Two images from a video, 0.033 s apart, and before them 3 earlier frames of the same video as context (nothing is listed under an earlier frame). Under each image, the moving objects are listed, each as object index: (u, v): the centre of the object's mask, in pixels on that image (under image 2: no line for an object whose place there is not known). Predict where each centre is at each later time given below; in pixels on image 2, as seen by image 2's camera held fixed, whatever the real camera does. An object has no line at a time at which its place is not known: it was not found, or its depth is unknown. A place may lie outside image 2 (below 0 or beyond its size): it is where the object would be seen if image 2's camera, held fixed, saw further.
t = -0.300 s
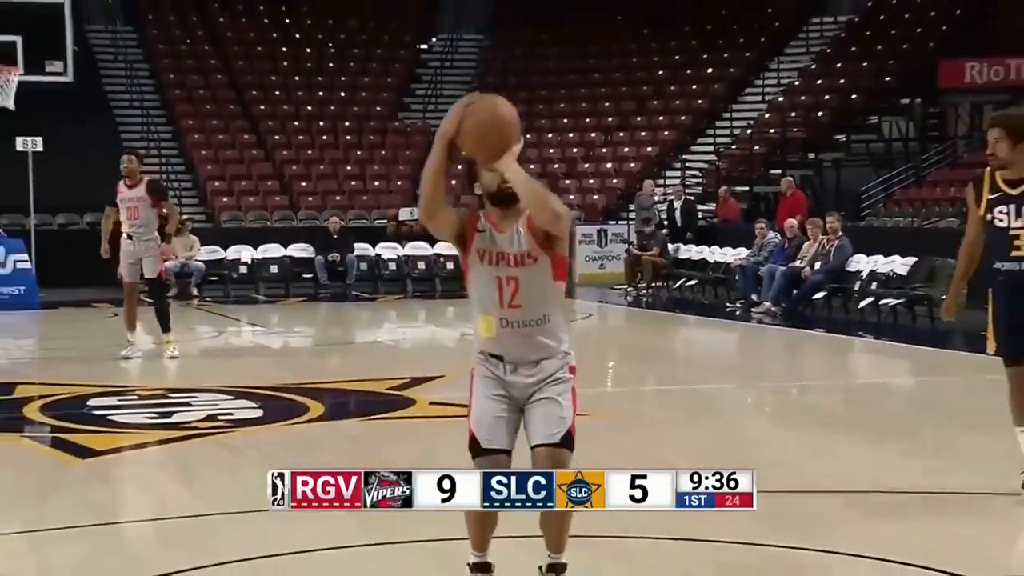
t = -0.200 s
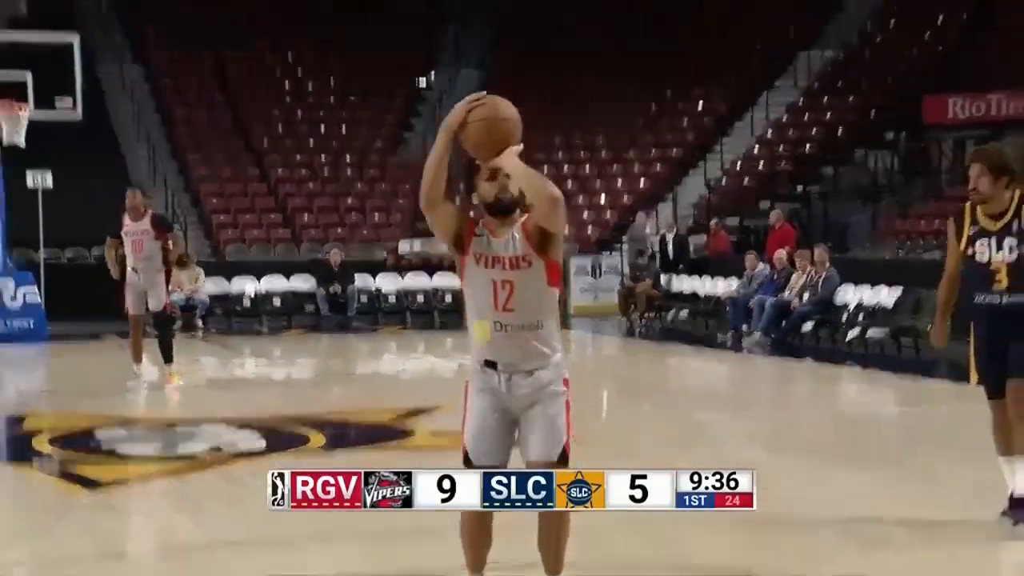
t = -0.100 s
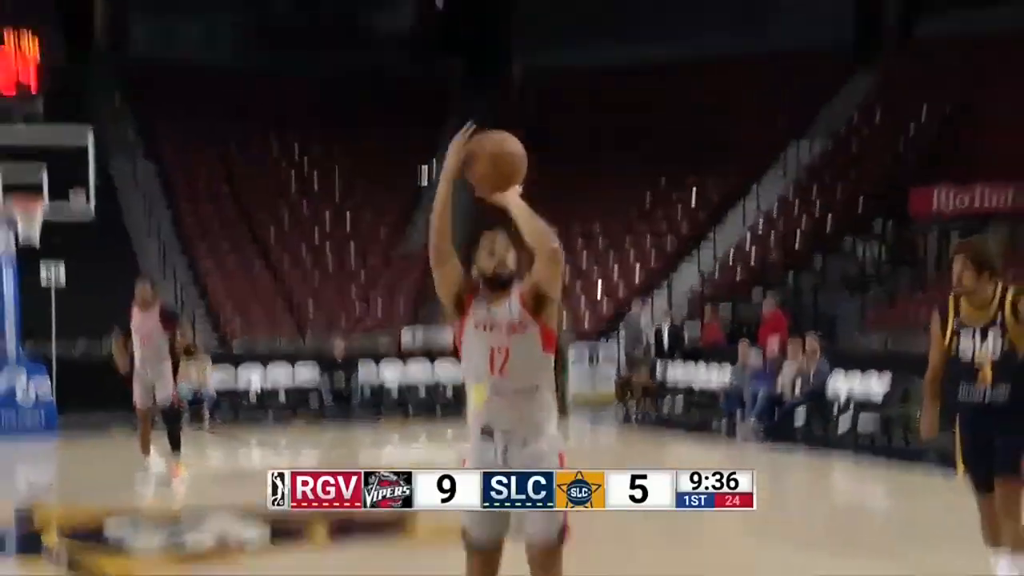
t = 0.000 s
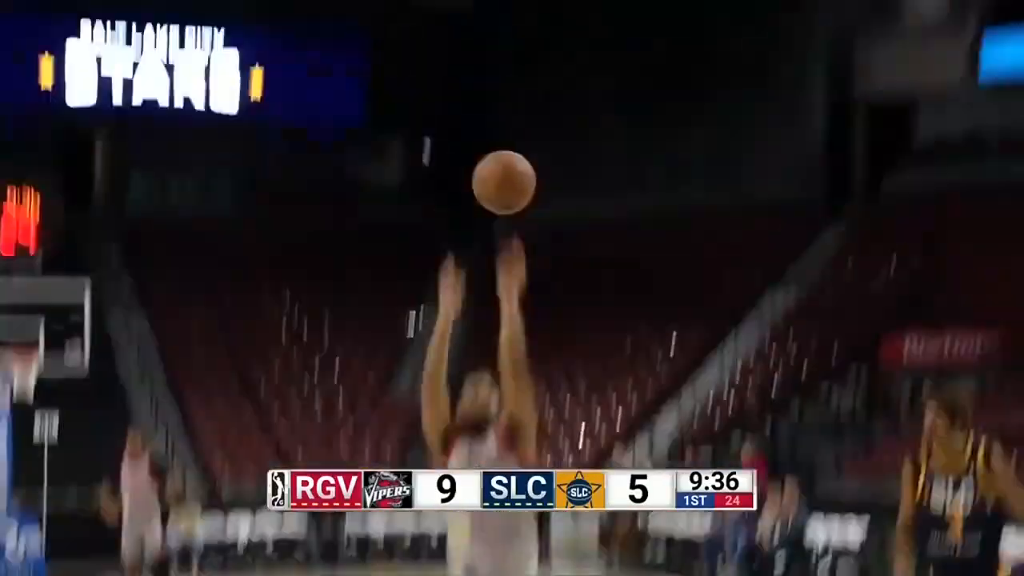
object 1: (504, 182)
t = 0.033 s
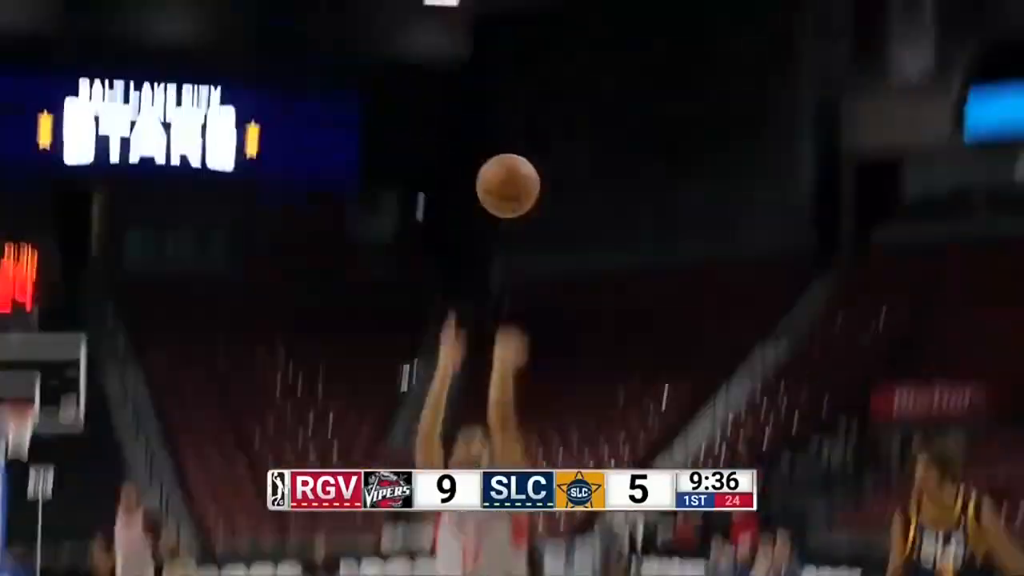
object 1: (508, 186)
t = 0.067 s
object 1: (521, 135)
